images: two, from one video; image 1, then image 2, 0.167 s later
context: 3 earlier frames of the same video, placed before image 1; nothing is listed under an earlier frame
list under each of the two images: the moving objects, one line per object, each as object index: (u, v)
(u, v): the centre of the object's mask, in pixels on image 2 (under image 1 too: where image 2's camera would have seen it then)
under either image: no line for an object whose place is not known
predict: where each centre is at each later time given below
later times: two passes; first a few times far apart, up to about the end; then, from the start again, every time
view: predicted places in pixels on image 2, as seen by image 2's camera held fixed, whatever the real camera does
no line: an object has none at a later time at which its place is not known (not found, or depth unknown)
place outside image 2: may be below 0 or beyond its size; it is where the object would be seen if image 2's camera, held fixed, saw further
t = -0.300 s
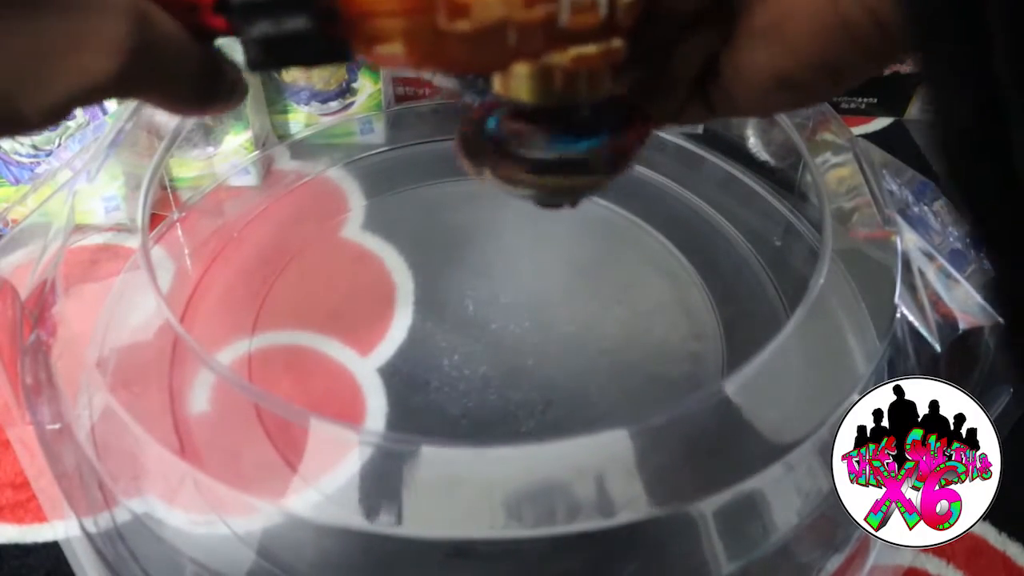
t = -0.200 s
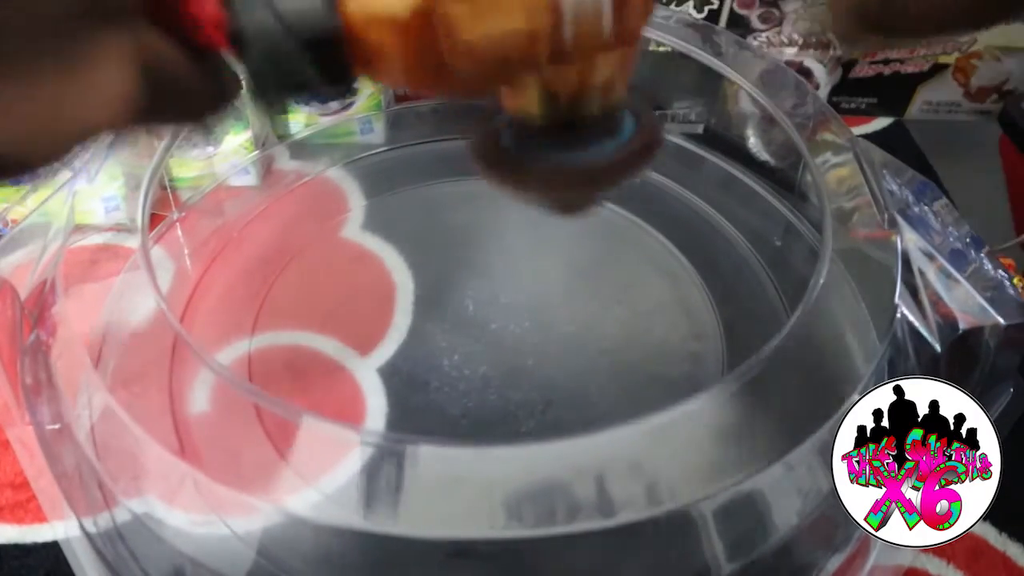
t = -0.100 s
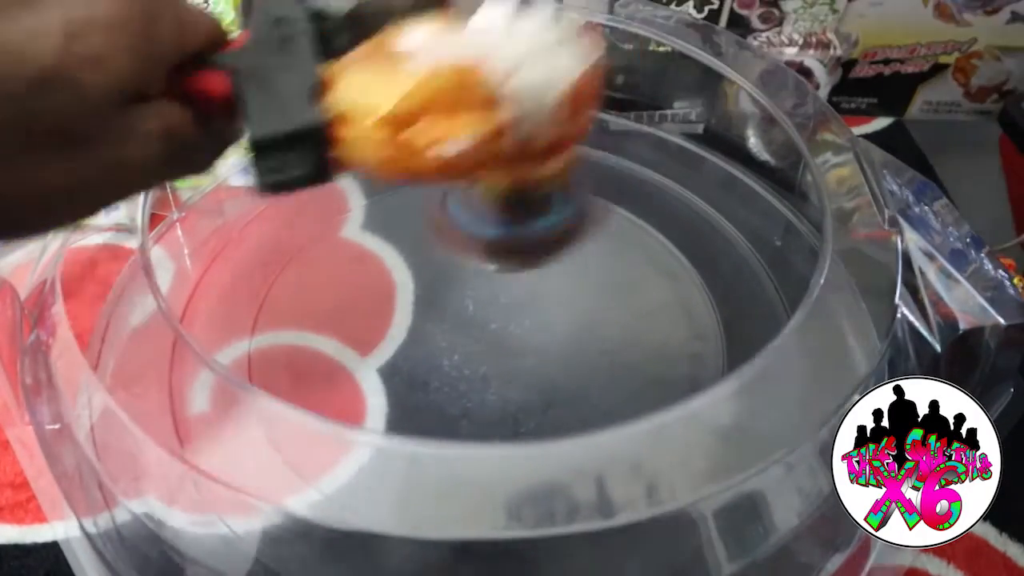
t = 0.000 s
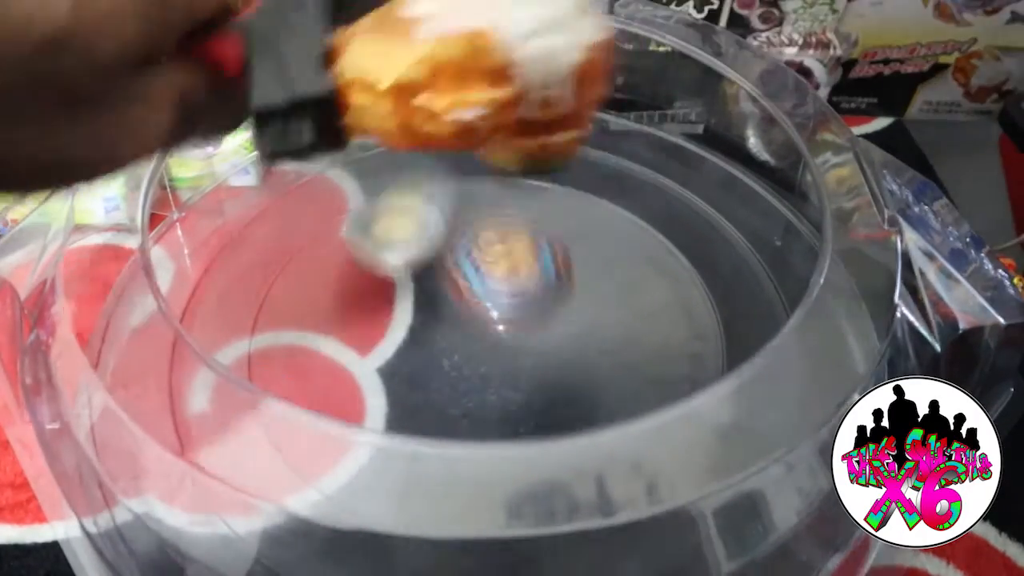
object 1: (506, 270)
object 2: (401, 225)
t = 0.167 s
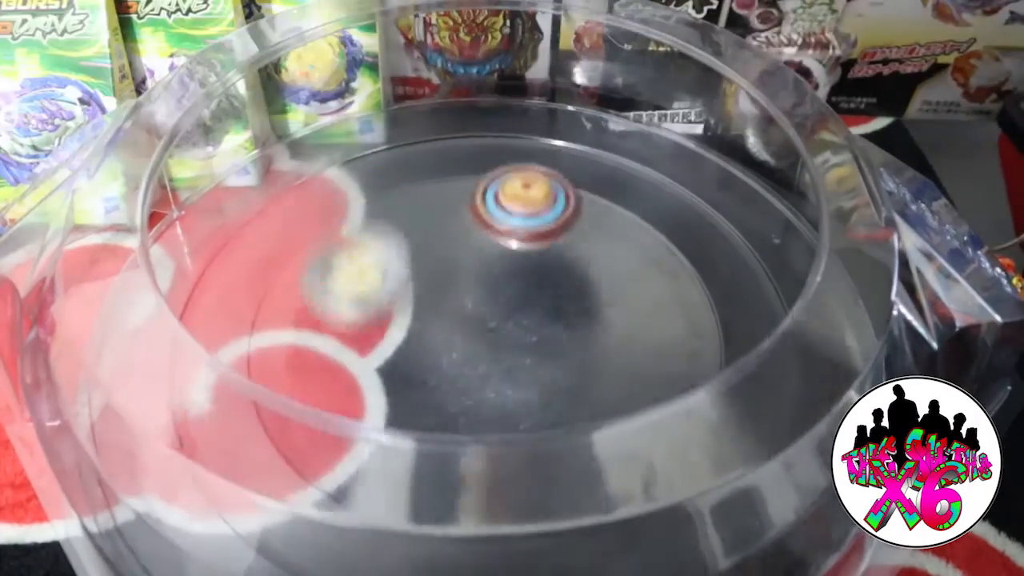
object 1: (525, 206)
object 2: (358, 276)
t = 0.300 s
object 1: (464, 203)
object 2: (373, 367)
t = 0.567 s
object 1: (378, 313)
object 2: (655, 363)
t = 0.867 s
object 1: (625, 324)
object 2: (430, 145)
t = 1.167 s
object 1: (467, 200)
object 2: (136, 229)
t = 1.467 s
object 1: (396, 436)
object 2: (135, 315)
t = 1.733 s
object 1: (738, 320)
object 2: (237, 328)
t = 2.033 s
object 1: (681, 191)
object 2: (535, 385)
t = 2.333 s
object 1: (543, 144)
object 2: (636, 189)
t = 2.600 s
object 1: (328, 127)
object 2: (495, 227)
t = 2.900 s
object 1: (236, 276)
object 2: (458, 443)
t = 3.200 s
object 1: (489, 411)
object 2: (774, 376)
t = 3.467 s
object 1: (573, 242)
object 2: (780, 303)
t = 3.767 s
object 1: (354, 283)
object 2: (768, 307)
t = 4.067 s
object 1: (565, 373)
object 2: (650, 293)
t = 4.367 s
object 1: (475, 312)
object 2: (602, 136)
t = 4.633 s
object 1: (463, 348)
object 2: (537, 128)
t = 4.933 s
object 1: (486, 328)
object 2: (392, 212)
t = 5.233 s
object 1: (457, 326)
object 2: (446, 474)
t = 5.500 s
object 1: (489, 327)
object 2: (730, 373)
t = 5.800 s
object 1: (458, 321)
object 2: (713, 284)
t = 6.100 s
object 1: (501, 324)
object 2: (426, 212)
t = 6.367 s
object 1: (469, 326)
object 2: (282, 373)
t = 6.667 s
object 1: (498, 318)
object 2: (400, 542)
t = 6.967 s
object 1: (485, 330)
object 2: (516, 531)
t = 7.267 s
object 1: (485, 325)
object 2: (604, 399)
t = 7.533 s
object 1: (483, 332)
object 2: (490, 201)
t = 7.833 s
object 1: (477, 330)
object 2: (238, 269)
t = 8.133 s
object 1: (481, 332)
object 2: (205, 308)
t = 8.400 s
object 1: (478, 328)
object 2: (230, 331)
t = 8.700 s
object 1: (481, 324)
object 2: (440, 402)
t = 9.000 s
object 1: (483, 323)
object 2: (624, 232)
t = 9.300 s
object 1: (483, 325)
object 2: (397, 166)
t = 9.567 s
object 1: (483, 328)
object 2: (329, 363)
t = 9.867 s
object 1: (484, 331)
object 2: (681, 384)
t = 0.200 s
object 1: (525, 216)
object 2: (357, 295)
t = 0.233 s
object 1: (508, 206)
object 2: (358, 316)
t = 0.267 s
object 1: (486, 197)
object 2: (363, 340)
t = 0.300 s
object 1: (464, 203)
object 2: (373, 367)
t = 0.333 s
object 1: (445, 205)
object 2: (395, 389)
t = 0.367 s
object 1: (428, 211)
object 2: (424, 420)
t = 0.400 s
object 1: (412, 219)
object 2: (461, 442)
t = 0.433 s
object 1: (396, 231)
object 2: (508, 451)
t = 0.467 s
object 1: (383, 246)
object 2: (556, 447)
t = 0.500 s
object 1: (376, 265)
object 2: (597, 429)
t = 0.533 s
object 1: (374, 288)
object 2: (635, 402)
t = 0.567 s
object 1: (378, 313)
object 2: (655, 363)
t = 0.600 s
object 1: (389, 338)
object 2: (667, 335)
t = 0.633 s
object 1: (410, 360)
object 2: (667, 303)
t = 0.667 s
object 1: (432, 377)
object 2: (652, 266)
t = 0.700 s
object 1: (459, 387)
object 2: (629, 234)
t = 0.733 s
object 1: (500, 392)
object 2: (597, 205)
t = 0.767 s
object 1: (542, 387)
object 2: (558, 182)
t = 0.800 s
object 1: (581, 373)
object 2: (516, 165)
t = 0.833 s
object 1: (608, 349)
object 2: (471, 152)
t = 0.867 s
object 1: (625, 324)
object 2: (430, 145)
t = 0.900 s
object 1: (632, 299)
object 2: (388, 145)
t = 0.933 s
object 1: (627, 274)
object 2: (340, 144)
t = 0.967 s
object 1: (616, 253)
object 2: (300, 144)
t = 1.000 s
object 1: (598, 233)
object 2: (273, 156)
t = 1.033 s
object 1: (578, 219)
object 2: (243, 173)
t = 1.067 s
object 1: (554, 208)
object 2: (208, 187)
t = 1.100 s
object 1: (526, 201)
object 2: (183, 199)
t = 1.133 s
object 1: (498, 199)
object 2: (143, 212)
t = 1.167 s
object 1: (467, 200)
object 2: (136, 229)
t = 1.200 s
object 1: (433, 207)
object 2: (130, 251)
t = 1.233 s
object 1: (406, 217)
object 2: (120, 271)
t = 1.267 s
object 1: (378, 233)
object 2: (111, 285)
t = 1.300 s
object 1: (349, 260)
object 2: (94, 305)
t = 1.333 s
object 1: (334, 291)
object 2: (91, 315)
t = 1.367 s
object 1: (324, 333)
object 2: (104, 315)
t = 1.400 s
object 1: (336, 372)
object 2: (115, 315)
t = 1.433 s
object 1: (367, 395)
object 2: (126, 314)
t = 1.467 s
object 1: (396, 436)
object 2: (135, 315)
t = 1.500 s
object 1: (444, 460)
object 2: (143, 317)
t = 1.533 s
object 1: (508, 478)
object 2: (150, 317)
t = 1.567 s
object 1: (572, 474)
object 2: (158, 319)
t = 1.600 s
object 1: (623, 459)
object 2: (174, 329)
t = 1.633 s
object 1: (677, 424)
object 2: (193, 334)
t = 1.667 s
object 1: (708, 385)
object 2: (206, 337)
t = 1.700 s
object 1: (732, 356)
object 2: (228, 326)
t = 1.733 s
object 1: (738, 320)
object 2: (237, 328)
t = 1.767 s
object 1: (753, 301)
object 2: (246, 330)
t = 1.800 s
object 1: (762, 283)
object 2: (259, 337)
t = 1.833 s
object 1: (769, 265)
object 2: (281, 344)
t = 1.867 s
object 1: (766, 250)
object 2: (308, 356)
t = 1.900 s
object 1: (750, 235)
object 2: (345, 369)
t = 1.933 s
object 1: (727, 220)
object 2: (386, 381)
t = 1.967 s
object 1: (710, 207)
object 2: (432, 391)
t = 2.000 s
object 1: (696, 198)
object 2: (481, 393)
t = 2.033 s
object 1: (681, 191)
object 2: (535, 385)
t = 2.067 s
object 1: (669, 186)
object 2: (583, 367)
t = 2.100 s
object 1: (656, 182)
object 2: (621, 339)
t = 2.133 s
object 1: (644, 178)
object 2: (648, 309)
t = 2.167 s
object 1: (632, 175)
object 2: (662, 278)
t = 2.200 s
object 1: (620, 174)
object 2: (668, 248)
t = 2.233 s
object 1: (601, 166)
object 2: (670, 229)
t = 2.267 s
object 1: (580, 157)
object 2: (665, 214)
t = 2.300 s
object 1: (559, 150)
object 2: (654, 201)
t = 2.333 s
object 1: (543, 144)
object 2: (636, 189)
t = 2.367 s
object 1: (528, 138)
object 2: (614, 178)
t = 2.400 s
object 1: (501, 126)
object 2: (607, 182)
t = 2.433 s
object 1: (468, 110)
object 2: (599, 190)
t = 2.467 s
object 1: (431, 97)
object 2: (586, 198)
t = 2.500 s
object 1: (406, 96)
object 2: (568, 206)
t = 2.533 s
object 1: (378, 107)
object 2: (548, 214)
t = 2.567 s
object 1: (353, 116)
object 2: (523, 221)
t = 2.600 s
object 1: (328, 127)
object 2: (495, 227)
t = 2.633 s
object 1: (300, 137)
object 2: (466, 237)
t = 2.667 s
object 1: (277, 143)
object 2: (440, 252)
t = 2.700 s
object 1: (252, 152)
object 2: (417, 274)
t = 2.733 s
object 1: (245, 172)
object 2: (399, 304)
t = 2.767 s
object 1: (243, 192)
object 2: (392, 337)
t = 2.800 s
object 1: (241, 215)
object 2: (396, 367)
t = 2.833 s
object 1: (238, 236)
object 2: (410, 386)
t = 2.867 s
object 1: (237, 256)
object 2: (430, 421)
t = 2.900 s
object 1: (236, 276)
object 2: (458, 443)
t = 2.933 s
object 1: (236, 295)
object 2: (494, 457)
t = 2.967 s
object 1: (241, 314)
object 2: (536, 464)
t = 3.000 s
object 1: (257, 335)
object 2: (580, 462)
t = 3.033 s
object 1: (284, 360)
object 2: (625, 453)
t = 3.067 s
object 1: (322, 381)
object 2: (664, 439)
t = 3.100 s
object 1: (358, 396)
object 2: (696, 416)
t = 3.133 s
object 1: (403, 406)
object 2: (724, 398)
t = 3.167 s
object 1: (447, 411)
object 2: (750, 385)
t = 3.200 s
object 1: (489, 411)
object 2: (774, 376)
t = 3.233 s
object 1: (528, 405)
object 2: (793, 369)
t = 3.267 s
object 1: (569, 391)
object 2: (799, 357)
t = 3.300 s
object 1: (593, 373)
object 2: (793, 343)
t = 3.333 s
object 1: (611, 348)
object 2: (783, 327)
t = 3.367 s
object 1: (616, 318)
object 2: (779, 316)
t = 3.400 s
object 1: (611, 289)
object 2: (779, 308)
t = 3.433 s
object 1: (594, 263)
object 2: (779, 305)
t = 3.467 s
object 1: (573, 242)
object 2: (780, 303)
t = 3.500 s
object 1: (545, 227)
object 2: (783, 302)
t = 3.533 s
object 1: (517, 217)
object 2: (784, 302)
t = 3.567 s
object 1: (486, 213)
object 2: (785, 302)
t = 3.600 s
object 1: (457, 215)
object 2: (784, 302)
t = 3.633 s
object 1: (430, 221)
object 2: (782, 302)
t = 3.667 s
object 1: (406, 230)
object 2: (779, 303)
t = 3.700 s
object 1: (382, 246)
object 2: (776, 304)
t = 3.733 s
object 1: (364, 264)
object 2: (773, 306)
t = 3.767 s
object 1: (354, 283)
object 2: (768, 307)
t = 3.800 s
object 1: (350, 310)
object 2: (763, 309)
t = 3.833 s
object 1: (355, 335)
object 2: (755, 310)
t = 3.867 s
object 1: (372, 360)
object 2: (748, 312)
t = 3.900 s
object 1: (400, 380)
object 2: (738, 311)
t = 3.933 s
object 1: (432, 390)
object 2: (727, 312)
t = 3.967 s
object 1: (469, 395)
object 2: (716, 314)
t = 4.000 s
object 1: (509, 392)
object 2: (698, 313)
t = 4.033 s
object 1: (544, 383)
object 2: (674, 306)
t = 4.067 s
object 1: (565, 373)
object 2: (650, 293)
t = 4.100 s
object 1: (553, 359)
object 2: (660, 260)
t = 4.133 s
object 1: (540, 355)
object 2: (663, 229)
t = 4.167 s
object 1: (526, 345)
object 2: (656, 202)
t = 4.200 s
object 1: (512, 336)
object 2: (642, 181)
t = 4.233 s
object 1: (501, 328)
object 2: (631, 165)
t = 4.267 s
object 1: (492, 322)
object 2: (622, 154)
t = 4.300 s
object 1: (484, 317)
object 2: (615, 146)
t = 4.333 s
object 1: (478, 313)
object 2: (608, 140)
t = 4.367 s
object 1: (475, 312)
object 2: (602, 136)
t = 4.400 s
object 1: (475, 313)
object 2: (595, 132)
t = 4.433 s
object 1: (475, 317)
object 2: (588, 129)
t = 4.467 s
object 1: (473, 323)
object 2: (580, 128)
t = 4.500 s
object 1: (469, 331)
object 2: (572, 126)
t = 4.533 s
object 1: (466, 338)
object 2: (563, 126)
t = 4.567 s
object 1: (464, 344)
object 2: (555, 126)
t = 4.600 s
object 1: (463, 347)
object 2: (546, 127)
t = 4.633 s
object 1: (463, 348)
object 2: (537, 128)
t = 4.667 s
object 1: (463, 347)
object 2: (527, 131)
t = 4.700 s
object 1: (464, 344)
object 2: (518, 133)
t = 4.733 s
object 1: (466, 339)
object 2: (508, 137)
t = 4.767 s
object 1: (470, 335)
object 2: (497, 141)
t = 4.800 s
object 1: (474, 331)
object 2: (483, 150)
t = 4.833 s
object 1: (478, 328)
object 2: (465, 162)
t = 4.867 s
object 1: (482, 327)
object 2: (443, 176)
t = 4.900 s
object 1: (485, 327)
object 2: (417, 193)
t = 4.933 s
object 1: (486, 328)
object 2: (392, 212)
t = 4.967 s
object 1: (486, 331)
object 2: (368, 235)
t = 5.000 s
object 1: (483, 334)
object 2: (346, 263)
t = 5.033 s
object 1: (479, 337)
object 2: (332, 293)
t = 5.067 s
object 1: (474, 339)
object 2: (325, 331)
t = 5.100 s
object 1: (468, 339)
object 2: (331, 361)
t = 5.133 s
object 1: (463, 338)
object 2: (352, 384)
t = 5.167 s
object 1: (459, 335)
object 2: (380, 401)
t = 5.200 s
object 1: (457, 331)
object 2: (407, 457)
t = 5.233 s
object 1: (457, 326)
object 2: (446, 474)
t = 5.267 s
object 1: (459, 322)
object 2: (492, 487)
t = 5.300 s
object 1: (463, 319)
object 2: (536, 491)
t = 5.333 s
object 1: (468, 317)
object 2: (587, 485)
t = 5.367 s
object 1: (474, 317)
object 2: (628, 469)
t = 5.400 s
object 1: (480, 318)
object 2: (665, 444)
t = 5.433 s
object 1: (484, 320)
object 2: (690, 420)
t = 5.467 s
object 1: (488, 323)
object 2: (714, 394)
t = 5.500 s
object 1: (489, 327)
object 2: (730, 373)
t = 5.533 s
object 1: (487, 331)
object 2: (742, 357)
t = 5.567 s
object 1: (483, 334)
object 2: (748, 344)
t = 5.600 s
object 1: (478, 336)
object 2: (750, 335)
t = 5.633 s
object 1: (472, 336)
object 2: (750, 326)
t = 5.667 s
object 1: (467, 335)
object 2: (746, 316)
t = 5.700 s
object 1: (462, 332)
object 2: (738, 306)
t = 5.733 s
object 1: (458, 329)
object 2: (733, 299)
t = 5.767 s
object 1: (457, 325)
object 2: (726, 292)
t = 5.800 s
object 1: (458, 321)
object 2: (713, 284)
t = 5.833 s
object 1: (462, 317)
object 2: (693, 272)
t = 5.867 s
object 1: (468, 314)
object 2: (670, 258)
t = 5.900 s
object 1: (476, 312)
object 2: (644, 244)
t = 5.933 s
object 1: (484, 312)
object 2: (613, 230)
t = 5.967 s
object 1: (490, 313)
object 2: (580, 219)
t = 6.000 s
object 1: (496, 314)
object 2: (542, 210)
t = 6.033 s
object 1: (500, 316)
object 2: (501, 207)
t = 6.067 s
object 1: (502, 319)
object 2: (463, 208)
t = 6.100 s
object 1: (501, 324)
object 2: (426, 212)
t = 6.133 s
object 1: (499, 328)
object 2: (390, 222)
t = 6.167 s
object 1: (496, 331)
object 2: (354, 237)
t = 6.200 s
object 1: (491, 333)
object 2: (321, 258)
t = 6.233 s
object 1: (485, 334)
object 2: (297, 280)
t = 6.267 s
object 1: (480, 334)
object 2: (277, 306)
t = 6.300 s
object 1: (474, 332)
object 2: (268, 332)
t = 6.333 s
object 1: (471, 330)
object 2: (270, 352)
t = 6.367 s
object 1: (469, 326)
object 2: (282, 373)
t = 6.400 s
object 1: (469, 322)
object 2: (280, 428)
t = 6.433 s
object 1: (472, 318)
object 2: (297, 457)
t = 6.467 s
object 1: (476, 315)
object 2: (310, 494)
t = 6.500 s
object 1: (480, 313)
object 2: (320, 514)
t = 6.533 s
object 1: (486, 313)
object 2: (327, 525)
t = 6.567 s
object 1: (490, 313)
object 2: (331, 534)
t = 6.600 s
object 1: (494, 315)
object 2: (343, 539)
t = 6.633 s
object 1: (496, 316)
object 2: (366, 541)
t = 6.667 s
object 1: (498, 318)
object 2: (400, 542)
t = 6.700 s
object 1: (498, 321)
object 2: (432, 542)
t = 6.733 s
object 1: (499, 323)
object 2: (458, 542)
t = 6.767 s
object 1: (497, 324)
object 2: (475, 542)
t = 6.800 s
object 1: (496, 326)
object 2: (487, 542)
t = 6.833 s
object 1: (494, 328)
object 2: (495, 541)
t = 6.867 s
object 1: (492, 329)
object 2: (501, 540)
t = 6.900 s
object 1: (490, 329)
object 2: (506, 537)
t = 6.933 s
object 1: (487, 330)
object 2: (511, 534)
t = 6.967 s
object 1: (485, 330)
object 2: (516, 531)
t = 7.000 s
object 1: (483, 329)
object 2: (521, 527)
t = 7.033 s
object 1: (481, 329)
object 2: (527, 522)
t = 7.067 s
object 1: (480, 329)
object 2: (533, 517)
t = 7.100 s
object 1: (480, 327)
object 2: (539, 511)
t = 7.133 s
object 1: (480, 327)
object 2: (547, 497)
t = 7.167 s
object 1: (481, 326)
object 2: (559, 476)
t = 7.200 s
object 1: (482, 325)
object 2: (573, 454)
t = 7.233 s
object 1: (483, 325)
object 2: (588, 427)
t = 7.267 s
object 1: (485, 325)
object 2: (604, 399)
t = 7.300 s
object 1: (487, 326)
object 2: (614, 367)
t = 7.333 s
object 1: (487, 328)
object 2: (620, 343)
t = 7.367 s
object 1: (488, 329)
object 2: (617, 312)
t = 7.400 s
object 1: (488, 330)
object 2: (604, 283)
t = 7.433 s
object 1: (487, 331)
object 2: (584, 256)
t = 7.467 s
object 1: (486, 331)
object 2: (556, 233)
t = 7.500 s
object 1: (484, 332)
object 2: (525, 215)
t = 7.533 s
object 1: (483, 332)
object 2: (490, 201)
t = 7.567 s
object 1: (481, 333)
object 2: (455, 193)
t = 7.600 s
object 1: (480, 333)
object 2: (419, 187)
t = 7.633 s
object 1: (478, 332)
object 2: (388, 188)
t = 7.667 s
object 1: (477, 332)
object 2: (356, 192)
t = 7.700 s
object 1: (476, 331)
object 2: (324, 199)
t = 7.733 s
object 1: (476, 331)
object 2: (301, 211)
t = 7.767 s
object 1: (476, 330)
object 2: (274, 232)
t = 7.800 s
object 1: (477, 330)
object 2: (254, 252)
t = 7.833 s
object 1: (477, 330)
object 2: (238, 269)
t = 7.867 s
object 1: (478, 330)
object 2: (224, 283)
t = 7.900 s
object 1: (479, 330)
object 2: (217, 290)
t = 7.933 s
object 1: (480, 330)
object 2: (213, 294)
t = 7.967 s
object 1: (480, 330)
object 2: (210, 297)
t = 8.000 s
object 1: (481, 331)
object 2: (208, 299)
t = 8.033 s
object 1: (481, 332)
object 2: (206, 302)
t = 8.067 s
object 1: (481, 332)
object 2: (205, 304)
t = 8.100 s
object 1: (481, 332)
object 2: (205, 305)
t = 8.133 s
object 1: (481, 332)
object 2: (205, 308)
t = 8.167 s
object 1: (480, 332)
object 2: (207, 310)
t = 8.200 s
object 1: (479, 332)
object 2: (208, 313)
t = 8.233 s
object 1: (479, 331)
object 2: (209, 315)
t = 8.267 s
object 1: (478, 330)
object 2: (192, 332)
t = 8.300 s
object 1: (478, 330)
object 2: (217, 321)
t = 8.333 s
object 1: (478, 329)
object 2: (220, 324)
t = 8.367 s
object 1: (478, 328)
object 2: (225, 327)
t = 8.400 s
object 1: (478, 328)
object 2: (230, 331)
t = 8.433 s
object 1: (479, 327)
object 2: (237, 335)
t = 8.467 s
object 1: (480, 326)
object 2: (244, 338)
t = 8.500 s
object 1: (480, 326)
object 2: (254, 343)
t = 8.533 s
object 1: (480, 325)
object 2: (270, 352)
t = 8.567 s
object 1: (481, 325)
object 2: (291, 363)
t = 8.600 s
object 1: (481, 324)
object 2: (320, 374)
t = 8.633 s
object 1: (481, 324)
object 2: (359, 388)
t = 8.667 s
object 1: (481, 324)
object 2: (398, 397)
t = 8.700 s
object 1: (481, 324)
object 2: (440, 402)
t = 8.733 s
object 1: (481, 323)
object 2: (475, 404)
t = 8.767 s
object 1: (480, 322)
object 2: (520, 400)
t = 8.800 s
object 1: (480, 323)
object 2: (560, 389)
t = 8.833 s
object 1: (480, 324)
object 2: (594, 371)
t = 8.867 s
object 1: (480, 323)
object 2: (618, 347)
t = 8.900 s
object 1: (481, 323)
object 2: (634, 317)
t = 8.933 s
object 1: (482, 323)
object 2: (638, 287)
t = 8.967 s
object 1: (483, 323)
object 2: (634, 258)
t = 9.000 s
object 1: (483, 323)
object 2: (624, 232)
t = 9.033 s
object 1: (483, 324)
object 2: (607, 209)
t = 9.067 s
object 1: (483, 324)
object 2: (587, 190)
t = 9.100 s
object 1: (483, 325)
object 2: (564, 175)
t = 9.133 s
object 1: (483, 325)
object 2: (538, 162)
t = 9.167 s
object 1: (483, 325)
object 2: (509, 155)
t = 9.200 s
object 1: (483, 325)
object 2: (480, 150)
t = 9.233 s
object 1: (483, 325)
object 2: (451, 151)
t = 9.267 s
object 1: (483, 325)
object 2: (424, 158)
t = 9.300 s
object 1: (483, 325)
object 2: (397, 166)
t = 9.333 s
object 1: (483, 326)
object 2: (370, 179)
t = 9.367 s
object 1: (484, 326)
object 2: (344, 196)
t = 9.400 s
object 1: (484, 326)
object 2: (325, 218)
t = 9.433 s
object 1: (484, 327)
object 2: (309, 243)
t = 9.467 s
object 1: (484, 327)
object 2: (300, 272)
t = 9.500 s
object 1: (484, 327)
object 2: (299, 305)
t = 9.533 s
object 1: (484, 328)
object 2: (306, 337)
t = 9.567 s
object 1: (483, 328)
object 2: (329, 363)
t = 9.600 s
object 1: (483, 328)
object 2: (362, 385)
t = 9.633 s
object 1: (484, 328)
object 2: (402, 401)
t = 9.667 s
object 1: (484, 328)
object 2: (438, 441)
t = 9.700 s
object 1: (484, 328)
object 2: (478, 448)
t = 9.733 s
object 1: (484, 329)
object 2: (526, 451)
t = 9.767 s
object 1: (485, 329)
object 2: (573, 444)
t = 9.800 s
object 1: (485, 330)
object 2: (616, 428)
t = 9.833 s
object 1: (484, 330)
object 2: (653, 408)
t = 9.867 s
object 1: (484, 331)
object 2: (681, 384)
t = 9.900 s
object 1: (484, 331)
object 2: (700, 359)
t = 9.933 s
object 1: (483, 331)
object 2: (708, 327)
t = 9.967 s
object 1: (483, 331)
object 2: (716, 307)
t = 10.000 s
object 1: (483, 330)
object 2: (714, 283)
